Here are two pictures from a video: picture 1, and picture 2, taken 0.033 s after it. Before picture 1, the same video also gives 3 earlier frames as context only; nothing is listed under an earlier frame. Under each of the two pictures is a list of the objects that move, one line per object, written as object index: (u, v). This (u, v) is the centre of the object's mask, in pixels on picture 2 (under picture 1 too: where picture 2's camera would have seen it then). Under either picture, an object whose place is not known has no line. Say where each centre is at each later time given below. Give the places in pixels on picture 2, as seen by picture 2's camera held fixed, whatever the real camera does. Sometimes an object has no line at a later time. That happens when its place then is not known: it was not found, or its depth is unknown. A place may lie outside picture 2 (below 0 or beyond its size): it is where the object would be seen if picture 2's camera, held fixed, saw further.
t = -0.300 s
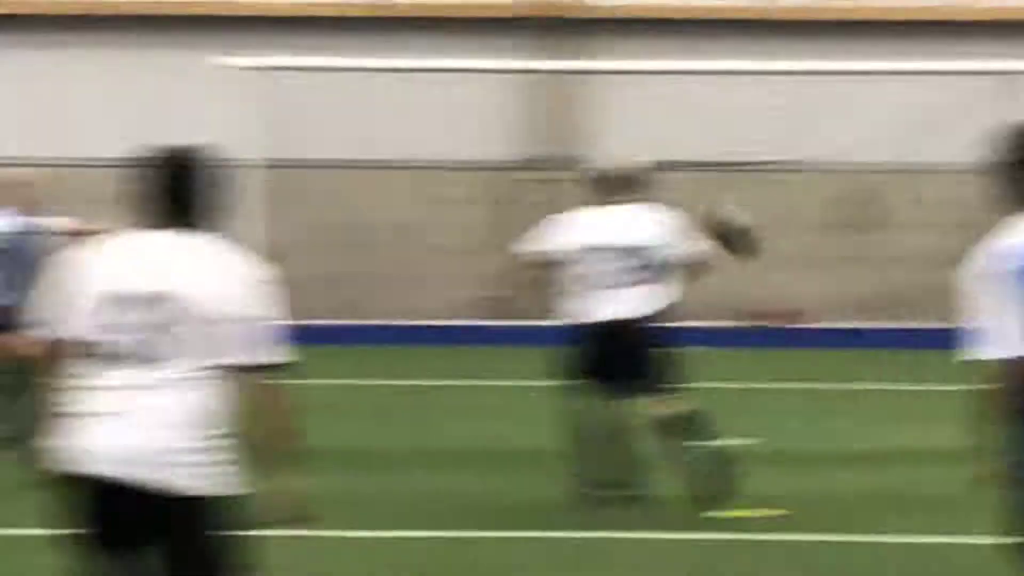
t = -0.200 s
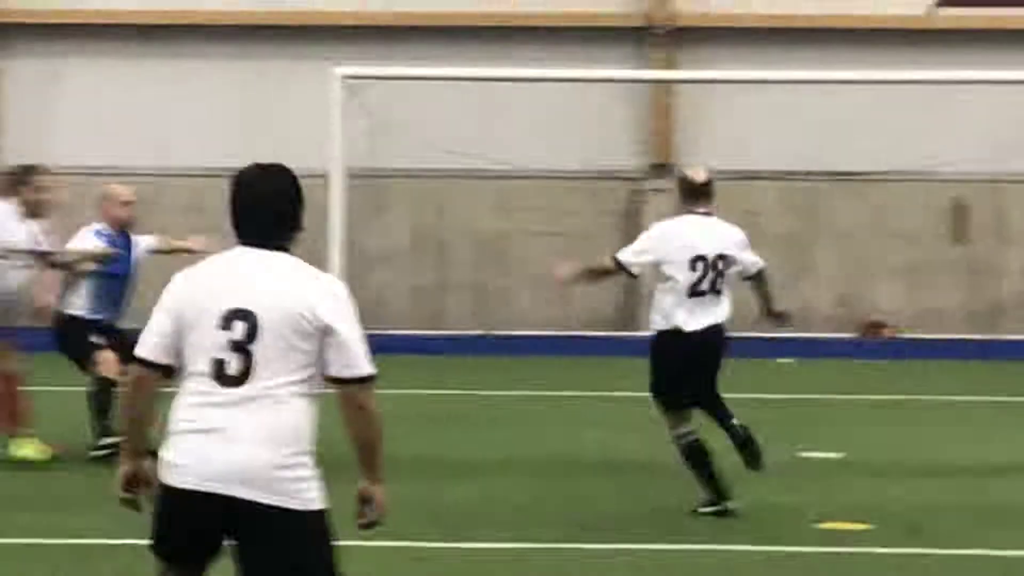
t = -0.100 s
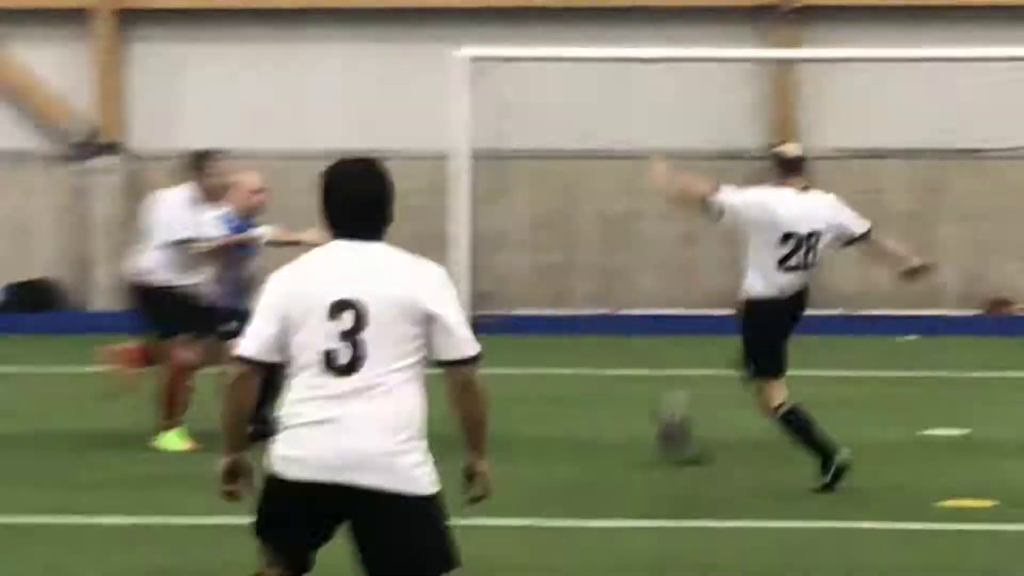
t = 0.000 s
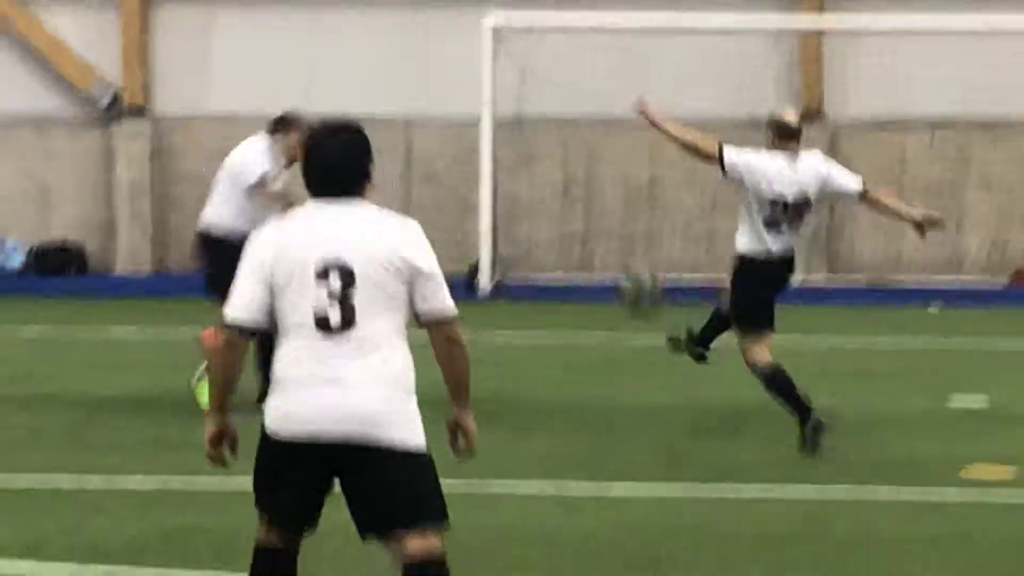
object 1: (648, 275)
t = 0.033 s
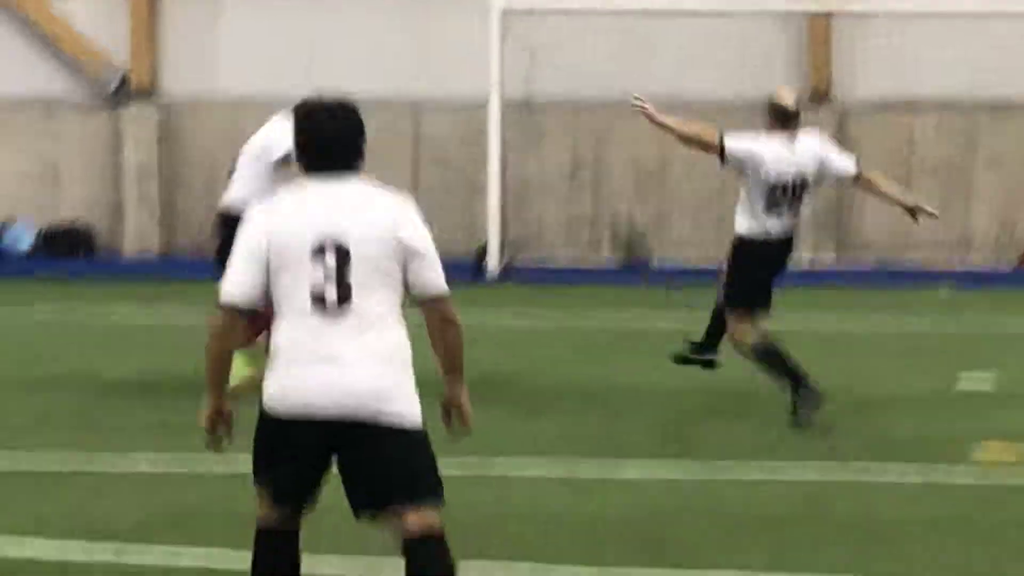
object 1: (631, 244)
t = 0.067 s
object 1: (612, 214)
